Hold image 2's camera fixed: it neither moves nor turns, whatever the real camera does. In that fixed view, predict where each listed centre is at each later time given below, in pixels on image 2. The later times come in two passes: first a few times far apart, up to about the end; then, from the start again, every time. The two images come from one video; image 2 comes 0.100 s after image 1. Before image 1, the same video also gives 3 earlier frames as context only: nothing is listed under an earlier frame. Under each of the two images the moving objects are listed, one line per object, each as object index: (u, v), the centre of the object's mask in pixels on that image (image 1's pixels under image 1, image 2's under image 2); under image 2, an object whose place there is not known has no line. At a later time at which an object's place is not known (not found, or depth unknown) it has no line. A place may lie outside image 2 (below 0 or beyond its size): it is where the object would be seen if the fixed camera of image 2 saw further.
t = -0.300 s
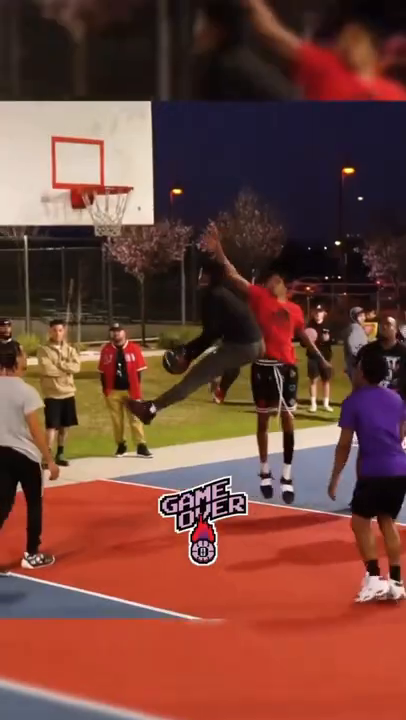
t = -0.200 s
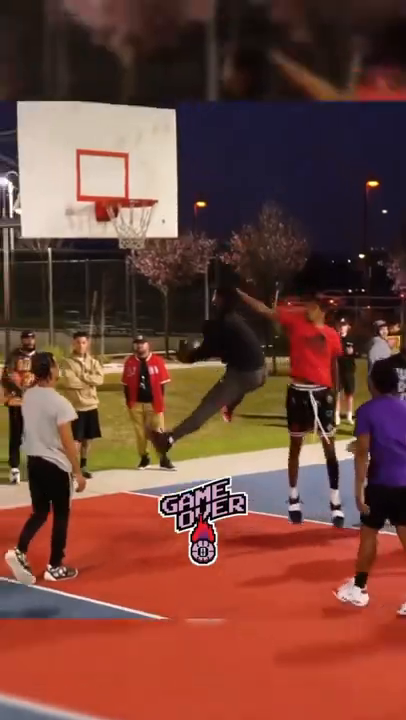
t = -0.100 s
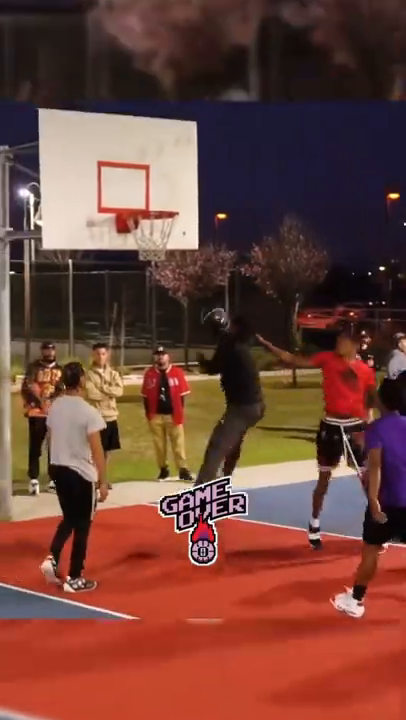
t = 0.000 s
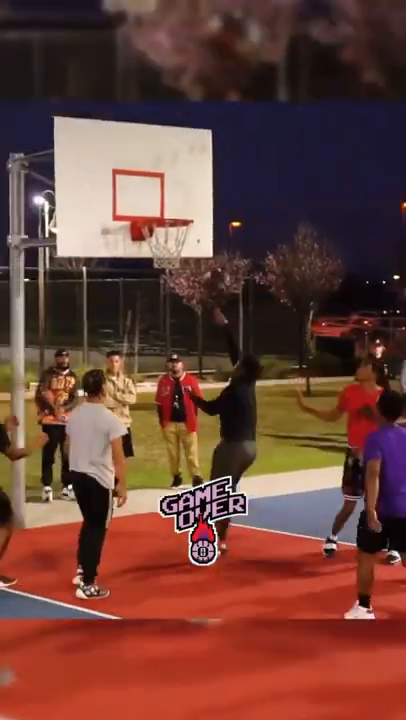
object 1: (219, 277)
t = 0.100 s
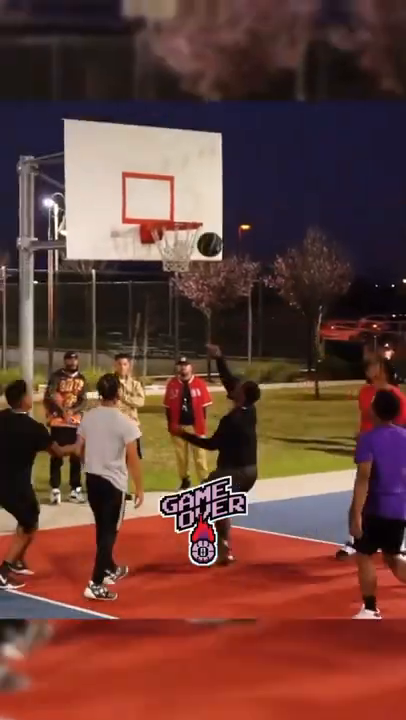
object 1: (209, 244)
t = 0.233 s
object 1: (194, 211)
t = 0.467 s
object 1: (193, 209)
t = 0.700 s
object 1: (185, 229)
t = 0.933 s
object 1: (172, 266)
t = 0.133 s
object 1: (207, 235)
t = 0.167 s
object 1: (201, 222)
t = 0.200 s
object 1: (194, 214)
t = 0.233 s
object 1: (194, 211)
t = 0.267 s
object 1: (194, 208)
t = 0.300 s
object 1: (194, 205)
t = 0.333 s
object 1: (194, 204)
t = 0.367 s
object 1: (194, 204)
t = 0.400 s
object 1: (194, 205)
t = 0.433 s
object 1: (193, 206)
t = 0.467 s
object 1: (193, 209)
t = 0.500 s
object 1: (193, 211)
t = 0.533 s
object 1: (192, 211)
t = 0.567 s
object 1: (191, 212)
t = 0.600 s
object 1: (189, 213)
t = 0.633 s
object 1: (188, 219)
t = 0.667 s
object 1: (187, 223)
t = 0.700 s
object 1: (185, 229)
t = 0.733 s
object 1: (183, 237)
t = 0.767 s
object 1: (181, 243)
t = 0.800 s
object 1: (180, 246)
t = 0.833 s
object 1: (175, 253)
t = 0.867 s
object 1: (175, 257)
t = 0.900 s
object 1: (175, 262)
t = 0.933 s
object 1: (172, 266)
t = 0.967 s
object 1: (170, 272)
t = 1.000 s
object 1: (169, 276)
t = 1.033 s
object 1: (166, 279)
